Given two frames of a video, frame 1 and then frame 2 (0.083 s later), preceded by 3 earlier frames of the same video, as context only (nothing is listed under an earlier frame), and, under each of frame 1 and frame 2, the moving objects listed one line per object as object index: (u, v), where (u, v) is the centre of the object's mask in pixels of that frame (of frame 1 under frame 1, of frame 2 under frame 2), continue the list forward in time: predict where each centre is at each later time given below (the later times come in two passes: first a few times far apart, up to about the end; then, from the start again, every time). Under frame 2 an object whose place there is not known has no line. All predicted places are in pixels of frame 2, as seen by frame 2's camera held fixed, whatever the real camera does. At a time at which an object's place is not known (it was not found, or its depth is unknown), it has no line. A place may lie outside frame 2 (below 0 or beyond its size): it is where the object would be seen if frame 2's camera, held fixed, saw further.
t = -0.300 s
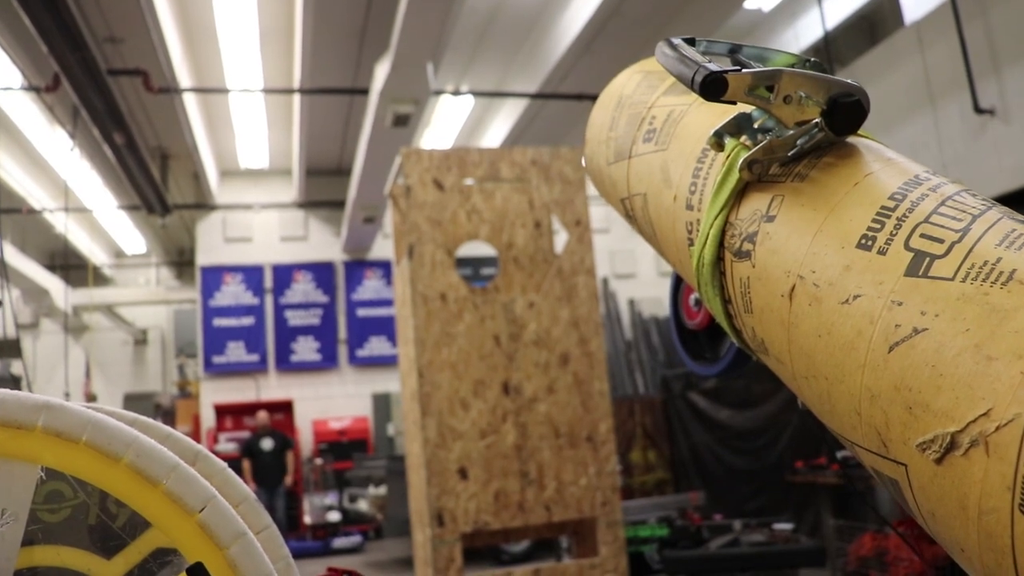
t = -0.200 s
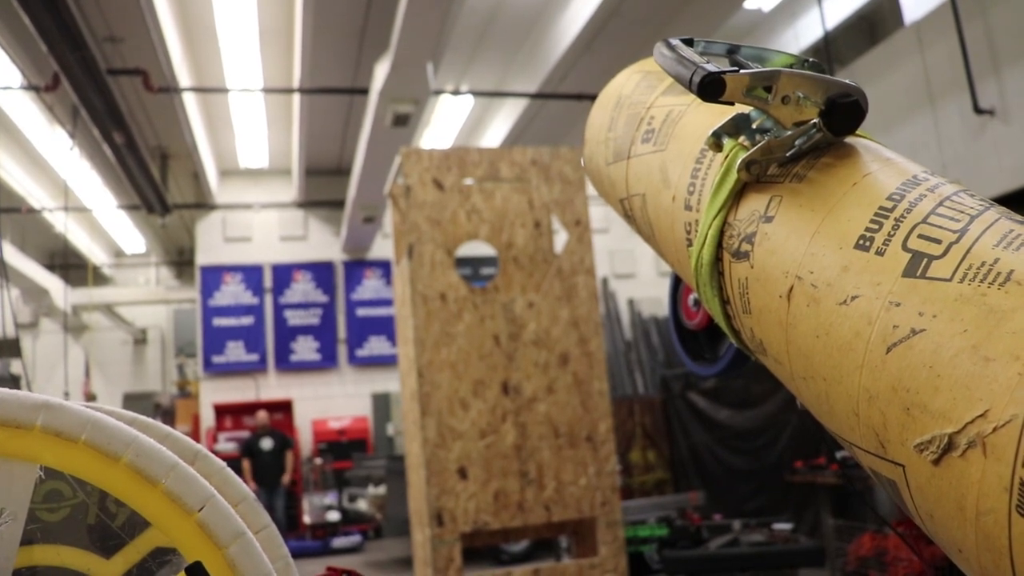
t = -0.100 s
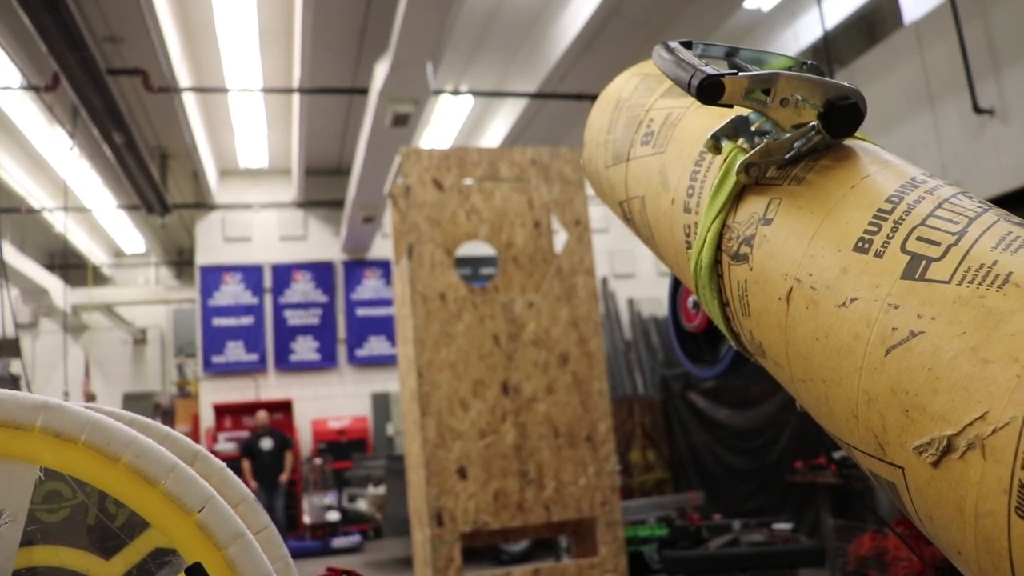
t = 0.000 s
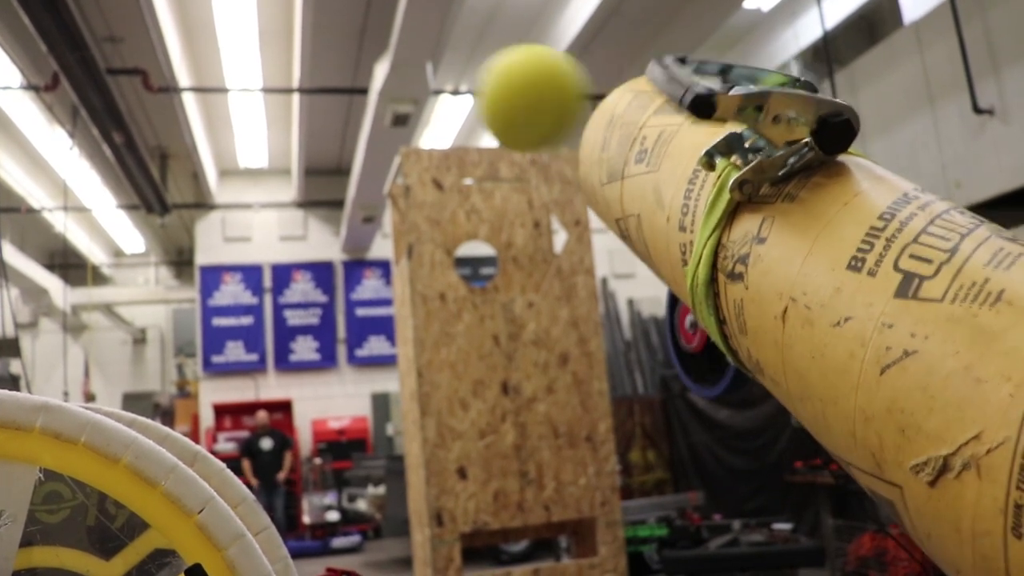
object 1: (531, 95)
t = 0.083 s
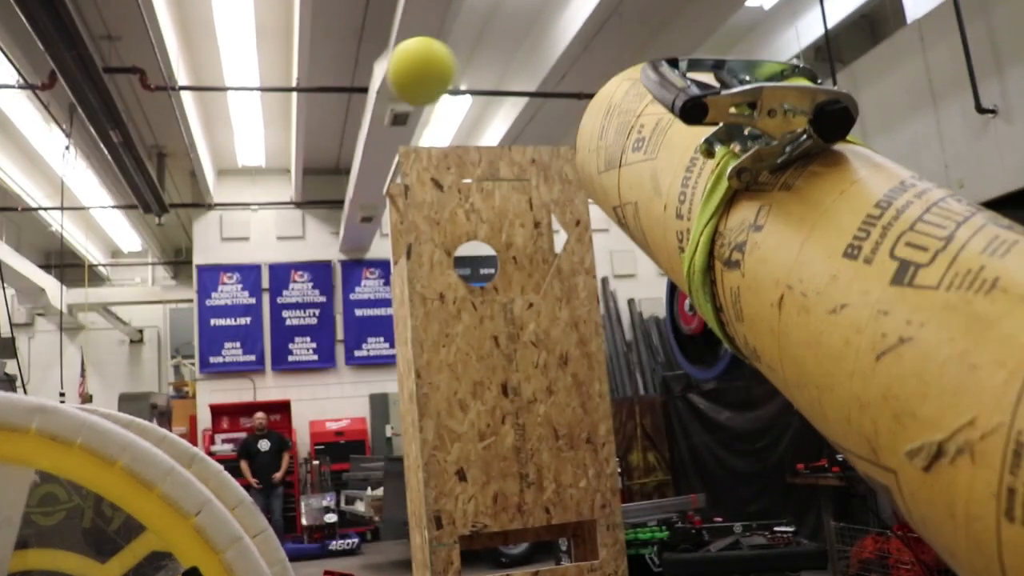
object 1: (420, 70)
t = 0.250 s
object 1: (345, 74)
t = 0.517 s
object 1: (305, 125)
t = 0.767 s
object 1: (289, 198)
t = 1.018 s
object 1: (279, 288)
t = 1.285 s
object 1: (276, 399)
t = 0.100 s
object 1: (408, 69)
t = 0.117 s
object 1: (397, 69)
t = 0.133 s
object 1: (388, 69)
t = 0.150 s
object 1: (379, 69)
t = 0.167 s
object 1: (372, 68)
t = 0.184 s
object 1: (365, 69)
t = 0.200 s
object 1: (359, 69)
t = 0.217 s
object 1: (353, 70)
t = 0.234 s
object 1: (349, 72)
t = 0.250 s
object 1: (345, 74)
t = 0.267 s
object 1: (341, 77)
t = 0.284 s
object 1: (336, 79)
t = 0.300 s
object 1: (333, 82)
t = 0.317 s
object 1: (330, 85)
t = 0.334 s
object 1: (326, 87)
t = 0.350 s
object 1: (324, 89)
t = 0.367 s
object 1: (322, 93)
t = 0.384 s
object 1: (319, 96)
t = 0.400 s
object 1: (317, 98)
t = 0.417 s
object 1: (315, 102)
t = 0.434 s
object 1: (312, 106)
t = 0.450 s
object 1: (311, 109)
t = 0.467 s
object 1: (310, 113)
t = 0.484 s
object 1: (308, 117)
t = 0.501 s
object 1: (306, 121)
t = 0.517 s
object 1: (305, 125)
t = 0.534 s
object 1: (303, 129)
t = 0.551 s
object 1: (302, 134)
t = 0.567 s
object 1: (301, 138)
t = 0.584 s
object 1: (299, 143)
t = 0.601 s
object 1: (298, 147)
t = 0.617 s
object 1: (297, 152)
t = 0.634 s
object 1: (296, 157)
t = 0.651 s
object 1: (294, 162)
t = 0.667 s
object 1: (294, 167)
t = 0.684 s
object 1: (292, 172)
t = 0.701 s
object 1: (291, 177)
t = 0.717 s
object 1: (291, 182)
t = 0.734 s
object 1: (290, 188)
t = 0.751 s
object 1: (289, 193)
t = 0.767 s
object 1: (289, 198)
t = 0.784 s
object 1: (288, 204)
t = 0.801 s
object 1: (287, 209)
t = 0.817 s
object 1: (286, 215)
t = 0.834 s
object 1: (285, 221)
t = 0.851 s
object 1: (285, 228)
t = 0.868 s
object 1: (284, 233)
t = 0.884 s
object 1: (284, 238)
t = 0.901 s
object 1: (283, 244)
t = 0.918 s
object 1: (283, 252)
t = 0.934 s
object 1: (282, 258)
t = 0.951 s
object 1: (281, 264)
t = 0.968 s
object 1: (280, 269)
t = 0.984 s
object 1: (280, 275)
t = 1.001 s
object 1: (280, 281)
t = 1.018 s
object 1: (279, 288)
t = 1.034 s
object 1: (279, 295)
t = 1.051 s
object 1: (278, 301)
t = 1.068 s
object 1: (278, 308)
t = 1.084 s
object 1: (278, 314)
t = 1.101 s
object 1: (278, 321)
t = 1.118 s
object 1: (278, 328)
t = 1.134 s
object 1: (277, 335)
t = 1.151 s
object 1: (277, 342)
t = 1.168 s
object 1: (278, 348)
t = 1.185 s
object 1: (277, 355)
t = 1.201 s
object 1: (277, 362)
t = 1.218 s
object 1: (277, 369)
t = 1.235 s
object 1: (277, 376)
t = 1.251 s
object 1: (277, 383)
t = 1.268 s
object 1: (276, 390)
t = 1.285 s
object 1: (276, 399)
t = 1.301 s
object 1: (276, 405)
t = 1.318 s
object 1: (275, 412)
